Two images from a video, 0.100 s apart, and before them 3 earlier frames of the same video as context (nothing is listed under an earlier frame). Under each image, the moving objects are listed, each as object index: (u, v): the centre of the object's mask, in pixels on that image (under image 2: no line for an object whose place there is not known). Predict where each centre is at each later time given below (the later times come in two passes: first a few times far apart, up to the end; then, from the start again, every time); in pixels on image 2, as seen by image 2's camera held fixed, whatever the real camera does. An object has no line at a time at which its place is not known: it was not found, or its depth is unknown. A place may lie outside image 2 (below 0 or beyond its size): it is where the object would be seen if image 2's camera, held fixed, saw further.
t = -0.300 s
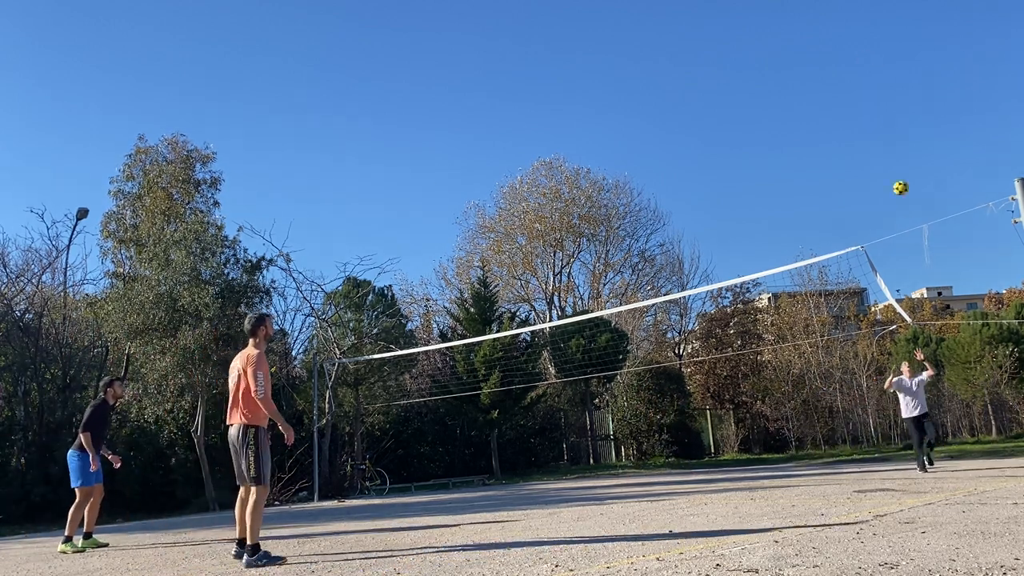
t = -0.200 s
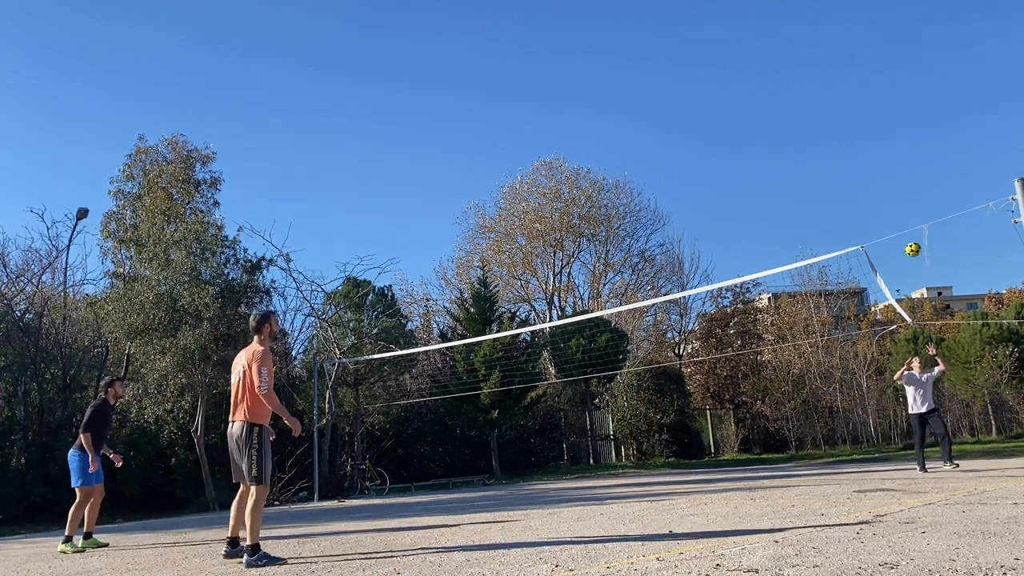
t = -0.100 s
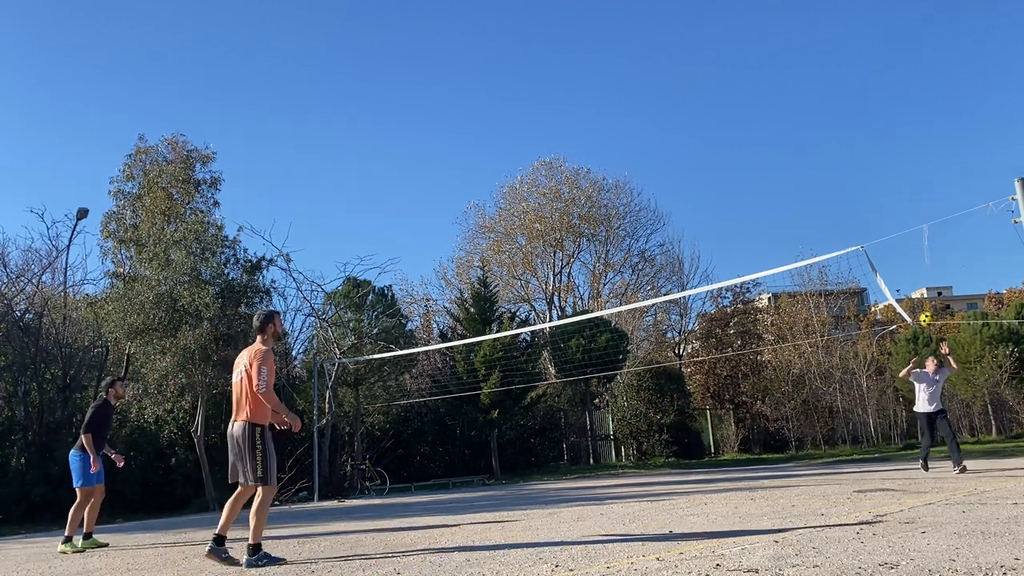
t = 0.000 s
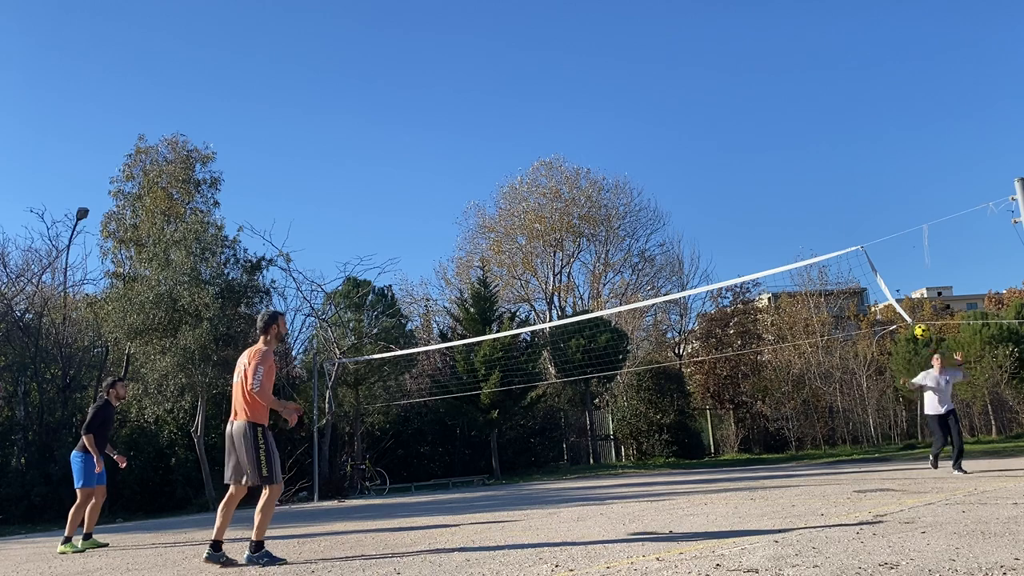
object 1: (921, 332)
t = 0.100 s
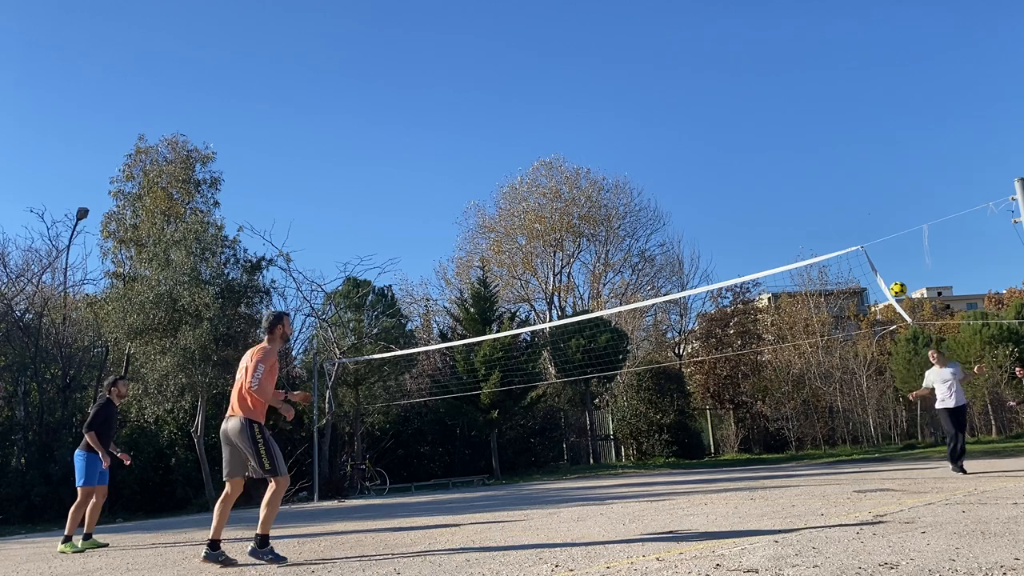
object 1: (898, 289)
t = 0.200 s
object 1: (873, 252)
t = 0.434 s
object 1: (808, 188)
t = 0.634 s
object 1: (747, 161)
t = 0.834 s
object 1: (679, 168)
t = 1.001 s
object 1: (614, 208)
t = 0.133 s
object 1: (889, 276)
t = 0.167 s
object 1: (881, 264)
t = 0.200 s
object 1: (873, 252)
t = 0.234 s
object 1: (864, 241)
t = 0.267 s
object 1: (855, 231)
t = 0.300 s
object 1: (846, 221)
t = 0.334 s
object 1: (836, 212)
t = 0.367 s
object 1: (827, 203)
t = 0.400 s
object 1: (818, 195)
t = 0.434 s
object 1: (808, 188)
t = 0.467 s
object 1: (798, 182)
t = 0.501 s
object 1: (789, 176)
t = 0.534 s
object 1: (779, 171)
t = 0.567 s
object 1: (768, 167)
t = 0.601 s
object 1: (758, 163)
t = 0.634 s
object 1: (747, 161)
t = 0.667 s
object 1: (737, 160)
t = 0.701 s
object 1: (726, 159)
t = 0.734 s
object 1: (714, 160)
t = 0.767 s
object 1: (702, 161)
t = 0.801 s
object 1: (691, 164)
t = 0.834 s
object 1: (679, 168)
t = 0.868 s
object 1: (666, 173)
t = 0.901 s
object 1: (653, 180)
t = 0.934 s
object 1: (640, 187)
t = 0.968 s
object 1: (627, 197)
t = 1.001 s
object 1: (614, 208)
